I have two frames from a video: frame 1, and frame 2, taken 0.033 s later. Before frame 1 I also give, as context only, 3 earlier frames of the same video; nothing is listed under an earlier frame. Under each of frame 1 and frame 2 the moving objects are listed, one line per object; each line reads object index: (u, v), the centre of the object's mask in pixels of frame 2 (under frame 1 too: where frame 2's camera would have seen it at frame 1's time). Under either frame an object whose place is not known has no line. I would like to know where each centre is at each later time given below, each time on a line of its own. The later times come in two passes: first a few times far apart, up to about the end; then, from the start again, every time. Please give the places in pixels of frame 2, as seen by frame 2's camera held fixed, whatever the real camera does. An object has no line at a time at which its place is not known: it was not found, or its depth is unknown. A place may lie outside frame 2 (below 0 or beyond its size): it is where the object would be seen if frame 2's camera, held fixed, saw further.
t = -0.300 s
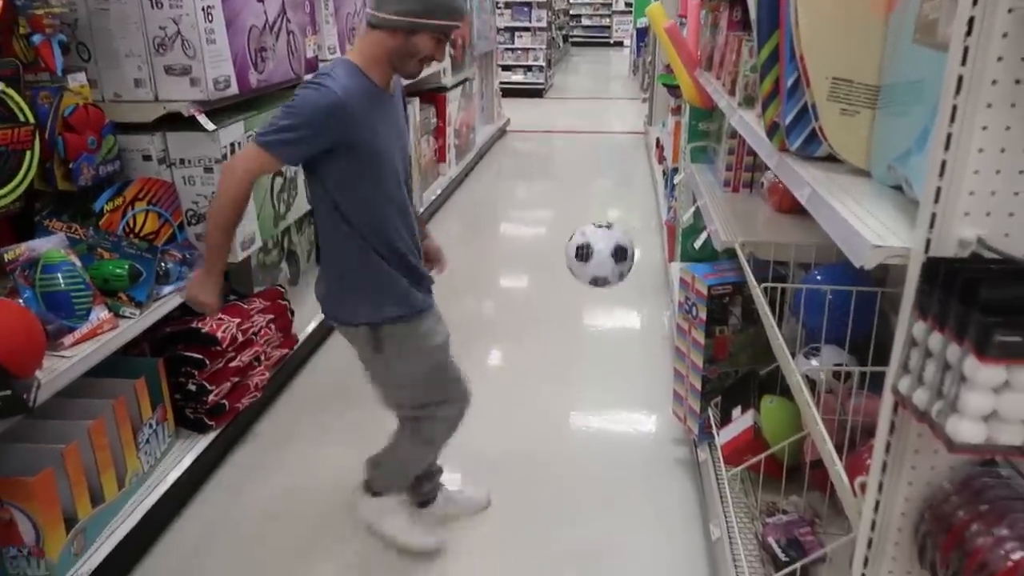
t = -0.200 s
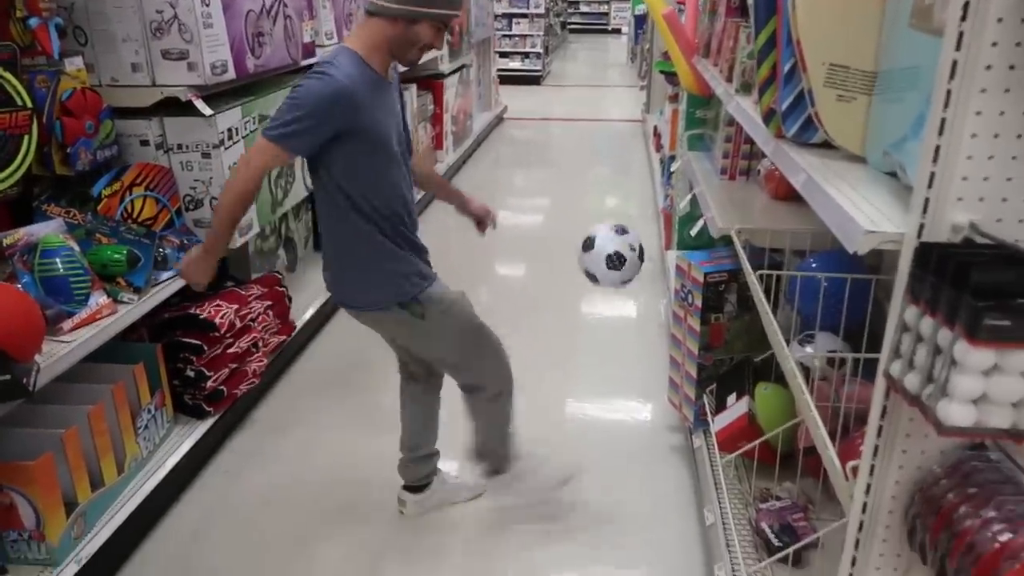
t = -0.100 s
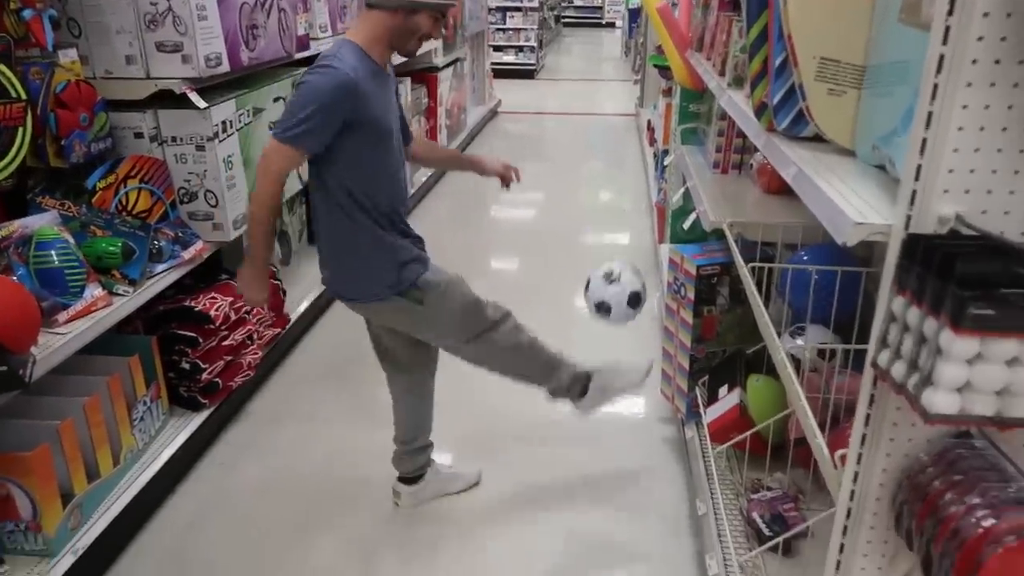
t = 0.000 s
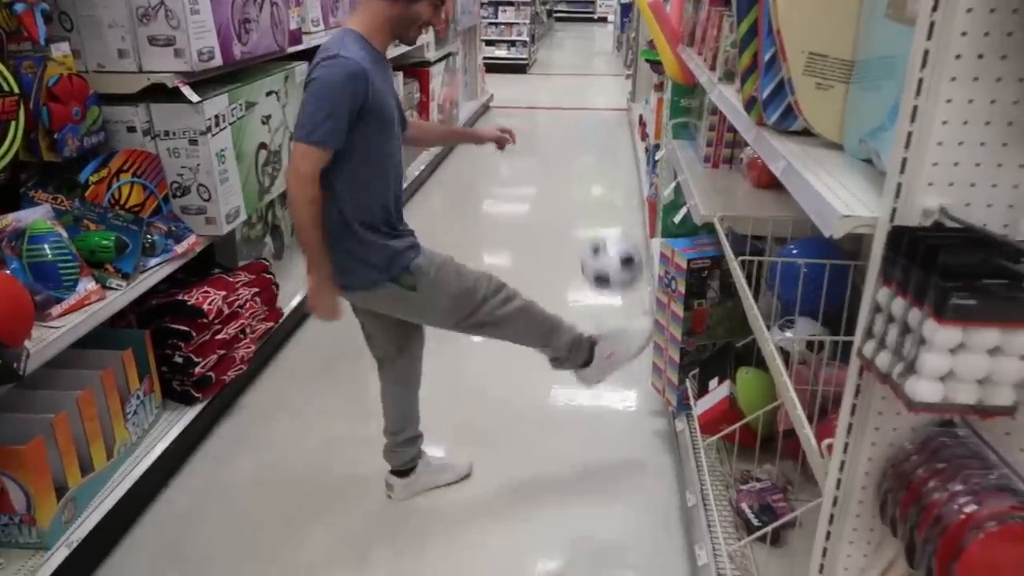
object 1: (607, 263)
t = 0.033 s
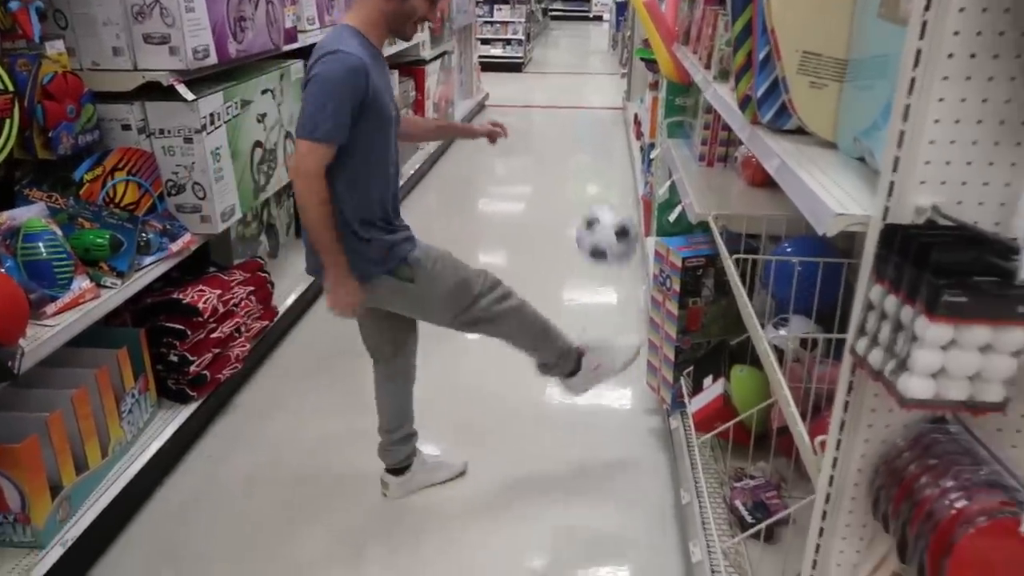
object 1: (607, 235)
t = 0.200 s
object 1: (606, 143)
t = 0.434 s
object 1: (597, 159)
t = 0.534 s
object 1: (591, 221)
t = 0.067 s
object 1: (606, 213)
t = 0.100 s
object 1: (606, 190)
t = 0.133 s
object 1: (607, 171)
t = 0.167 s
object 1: (606, 154)
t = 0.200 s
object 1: (606, 143)
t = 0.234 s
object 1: (606, 133)
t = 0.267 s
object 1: (605, 129)
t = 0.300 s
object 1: (604, 128)
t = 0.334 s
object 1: (603, 130)
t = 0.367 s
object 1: (601, 136)
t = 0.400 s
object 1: (599, 146)
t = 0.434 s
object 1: (597, 159)
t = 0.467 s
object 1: (596, 177)
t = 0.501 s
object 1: (593, 198)
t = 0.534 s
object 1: (591, 221)
